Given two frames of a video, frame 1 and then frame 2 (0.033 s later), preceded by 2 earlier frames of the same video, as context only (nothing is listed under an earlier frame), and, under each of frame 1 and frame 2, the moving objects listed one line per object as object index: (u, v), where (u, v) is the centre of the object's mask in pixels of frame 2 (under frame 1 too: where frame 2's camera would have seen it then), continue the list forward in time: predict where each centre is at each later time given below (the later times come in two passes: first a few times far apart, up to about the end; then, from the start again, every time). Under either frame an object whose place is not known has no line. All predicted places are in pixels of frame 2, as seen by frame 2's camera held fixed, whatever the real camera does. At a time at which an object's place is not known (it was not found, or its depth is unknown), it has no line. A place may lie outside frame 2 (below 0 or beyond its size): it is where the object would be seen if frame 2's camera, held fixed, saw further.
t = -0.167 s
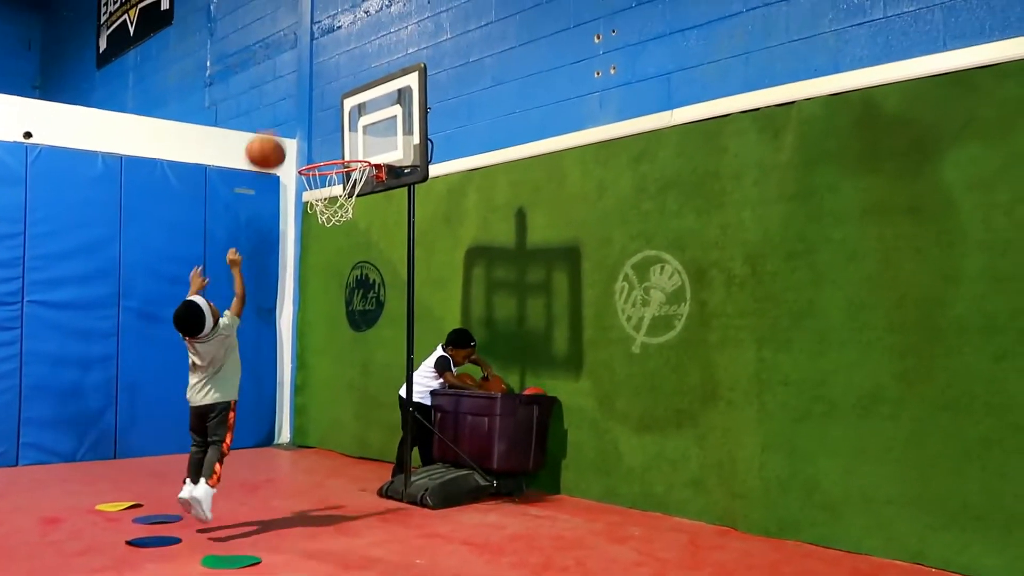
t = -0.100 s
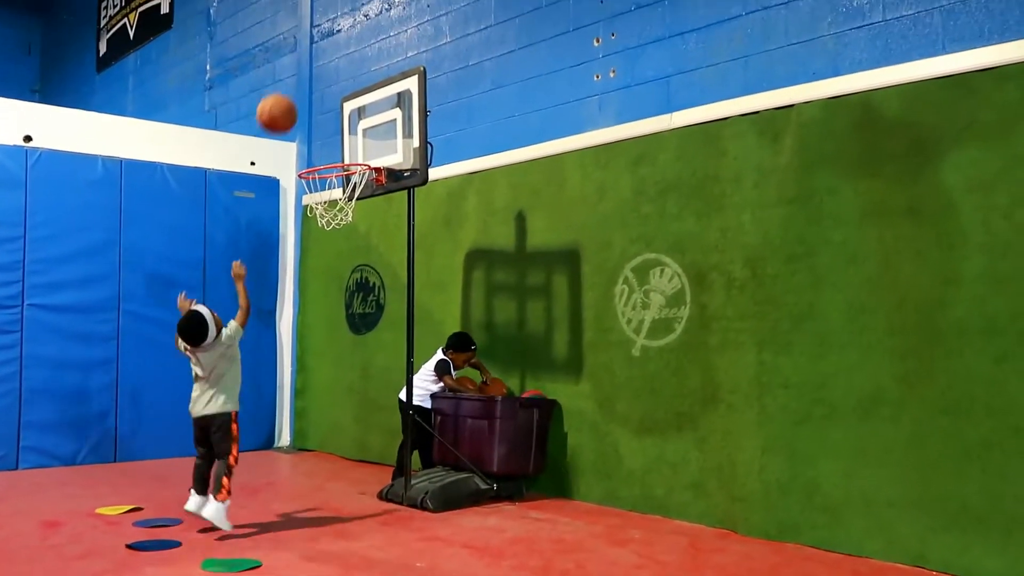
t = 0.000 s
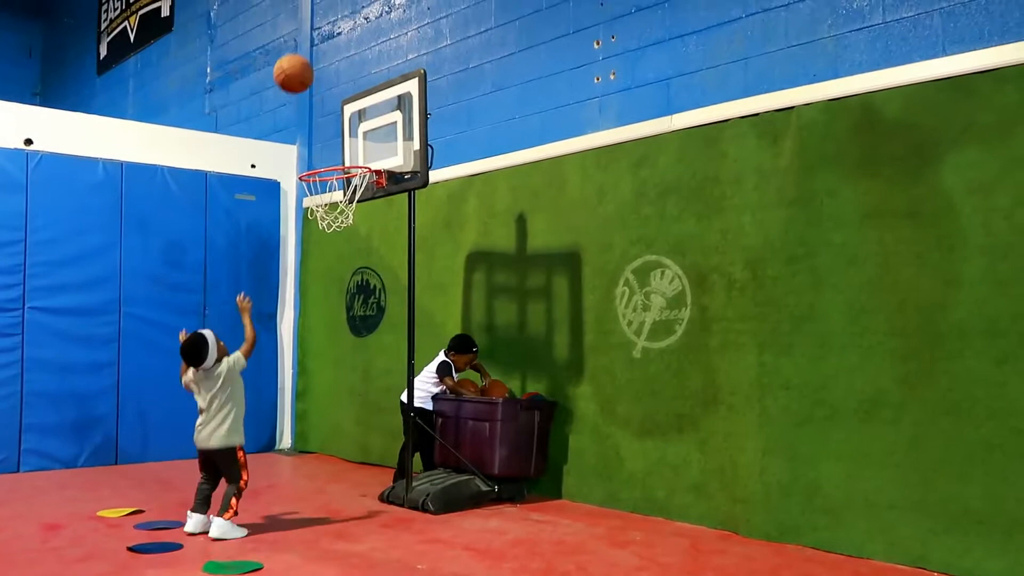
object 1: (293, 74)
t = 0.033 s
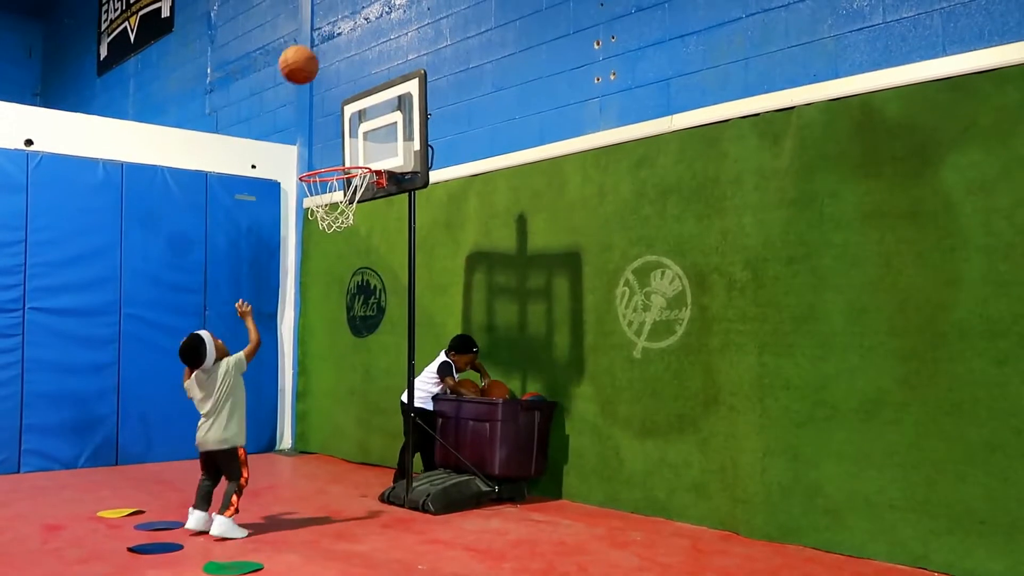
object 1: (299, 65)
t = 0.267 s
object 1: (331, 62)
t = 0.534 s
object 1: (354, 149)
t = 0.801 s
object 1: (331, 206)
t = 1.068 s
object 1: (313, 378)
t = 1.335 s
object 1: (304, 385)
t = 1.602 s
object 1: (302, 282)
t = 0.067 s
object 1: (304, 57)
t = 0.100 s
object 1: (308, 53)
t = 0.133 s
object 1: (313, 50)
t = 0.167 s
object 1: (318, 50)
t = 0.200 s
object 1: (322, 52)
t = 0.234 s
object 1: (327, 56)
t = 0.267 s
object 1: (331, 62)
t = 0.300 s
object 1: (336, 71)
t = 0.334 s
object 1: (340, 82)
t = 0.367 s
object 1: (343, 94)
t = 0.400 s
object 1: (348, 109)
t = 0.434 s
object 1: (352, 126)
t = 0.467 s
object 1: (356, 146)
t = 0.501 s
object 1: (357, 152)
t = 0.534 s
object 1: (354, 149)
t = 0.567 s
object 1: (351, 148)
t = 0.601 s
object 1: (348, 150)
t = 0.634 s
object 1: (345, 153)
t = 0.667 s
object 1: (342, 156)
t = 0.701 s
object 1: (340, 168)
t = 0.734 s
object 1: (336, 178)
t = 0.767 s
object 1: (333, 190)
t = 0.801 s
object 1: (331, 206)
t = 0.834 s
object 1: (330, 220)
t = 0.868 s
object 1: (327, 238)
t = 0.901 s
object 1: (324, 255)
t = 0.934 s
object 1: (322, 275)
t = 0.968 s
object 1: (320, 297)
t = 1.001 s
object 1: (318, 322)
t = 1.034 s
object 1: (315, 349)
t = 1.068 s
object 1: (313, 378)
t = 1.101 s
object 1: (311, 409)
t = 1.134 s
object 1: (308, 444)
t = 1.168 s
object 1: (305, 480)
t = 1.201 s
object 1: (304, 487)
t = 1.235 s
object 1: (305, 460)
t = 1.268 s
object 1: (305, 432)
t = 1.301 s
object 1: (304, 408)
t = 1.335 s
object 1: (304, 385)
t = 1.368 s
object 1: (304, 364)
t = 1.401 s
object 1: (304, 346)
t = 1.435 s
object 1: (304, 330)
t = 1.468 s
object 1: (303, 316)
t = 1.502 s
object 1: (303, 304)
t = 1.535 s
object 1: (302, 295)
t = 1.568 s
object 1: (302, 287)
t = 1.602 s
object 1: (302, 282)
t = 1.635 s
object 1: (301, 279)
